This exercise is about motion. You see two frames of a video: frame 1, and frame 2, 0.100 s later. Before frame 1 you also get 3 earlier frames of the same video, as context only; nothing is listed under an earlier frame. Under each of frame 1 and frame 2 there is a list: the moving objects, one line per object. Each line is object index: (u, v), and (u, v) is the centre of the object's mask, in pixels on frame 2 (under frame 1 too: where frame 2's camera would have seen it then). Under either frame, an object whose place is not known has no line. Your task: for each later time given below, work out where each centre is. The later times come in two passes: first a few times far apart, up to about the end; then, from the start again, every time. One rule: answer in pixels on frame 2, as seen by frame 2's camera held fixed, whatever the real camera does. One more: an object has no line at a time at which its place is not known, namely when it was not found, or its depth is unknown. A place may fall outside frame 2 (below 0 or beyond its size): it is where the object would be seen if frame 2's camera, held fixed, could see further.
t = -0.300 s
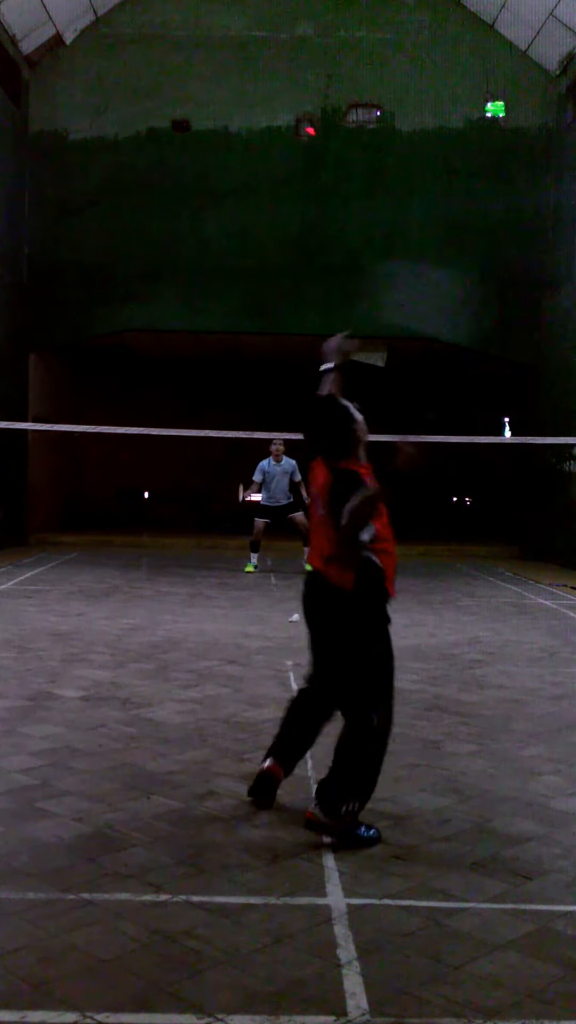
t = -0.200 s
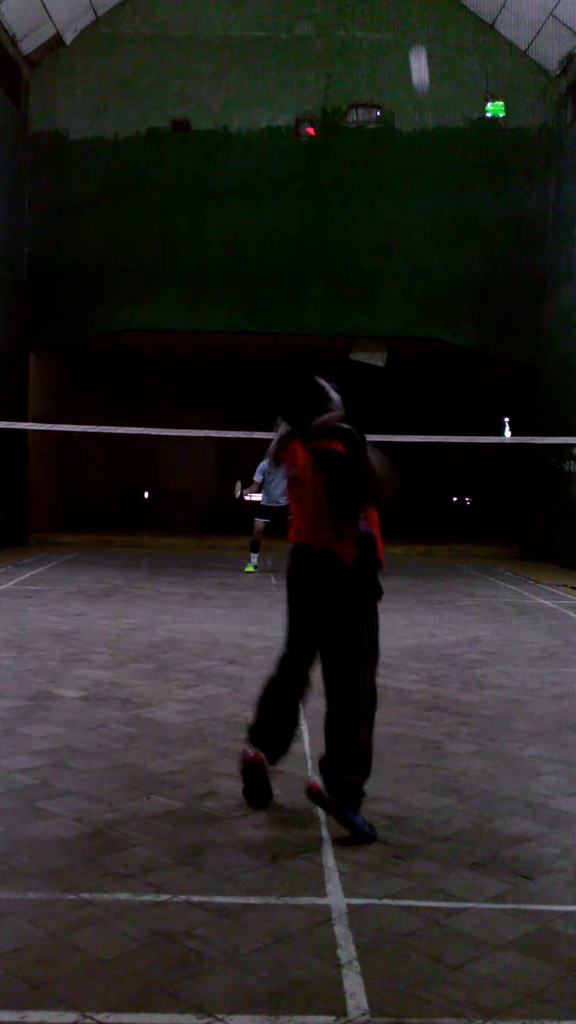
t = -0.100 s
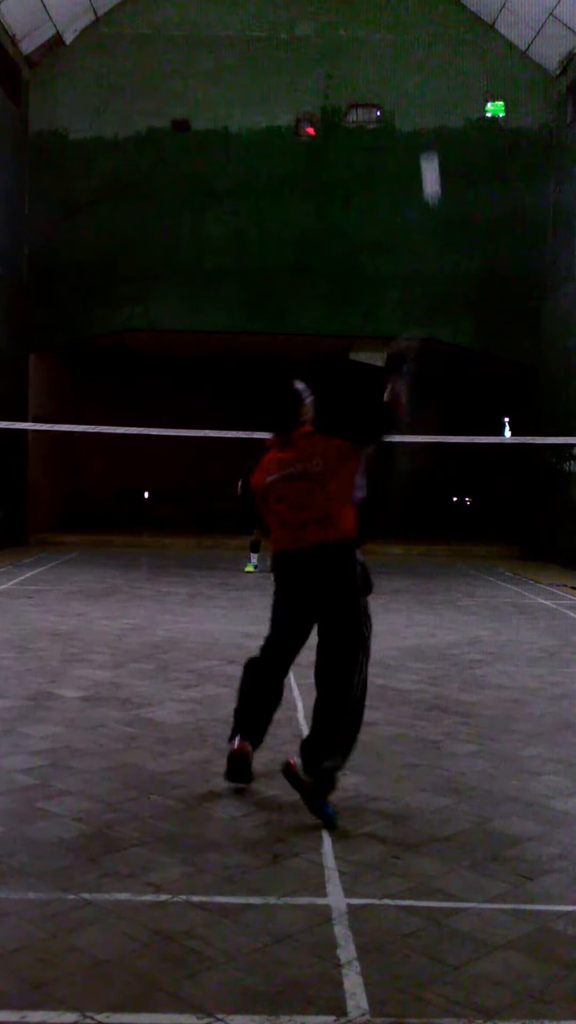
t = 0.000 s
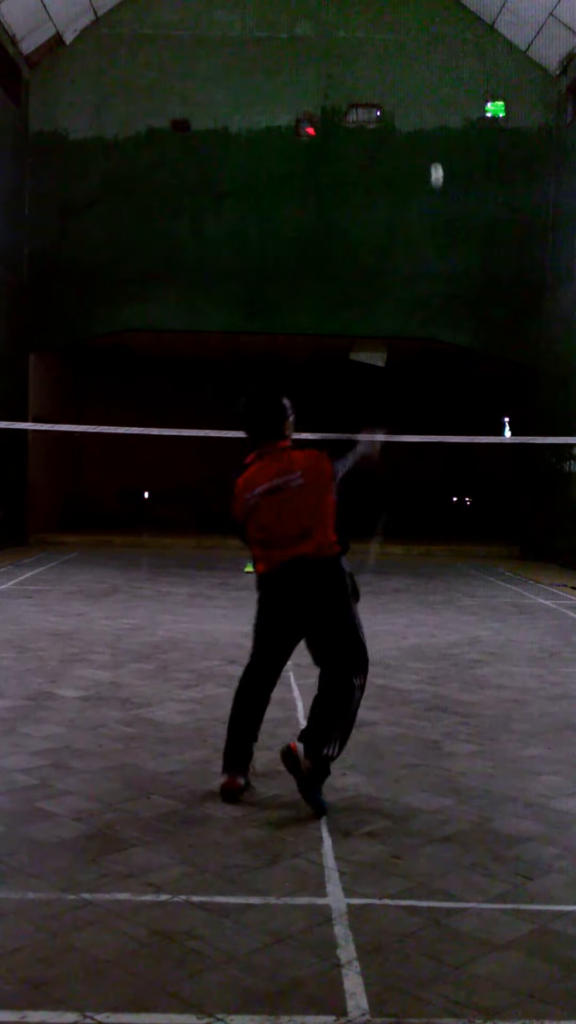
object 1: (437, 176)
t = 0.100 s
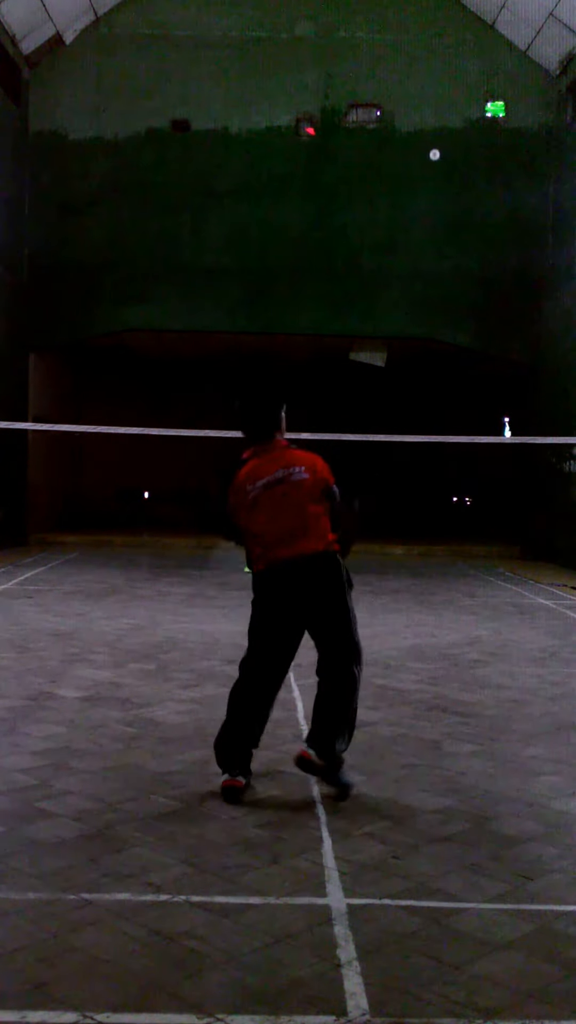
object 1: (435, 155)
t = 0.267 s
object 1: (432, 162)
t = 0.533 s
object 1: (427, 209)
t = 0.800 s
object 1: (420, 283)
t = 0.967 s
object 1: (416, 337)
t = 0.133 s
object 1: (434, 154)
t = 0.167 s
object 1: (434, 154)
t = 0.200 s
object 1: (433, 156)
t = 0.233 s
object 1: (432, 158)
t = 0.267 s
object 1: (432, 162)
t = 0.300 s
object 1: (431, 166)
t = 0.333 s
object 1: (430, 170)
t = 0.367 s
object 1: (430, 176)
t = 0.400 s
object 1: (429, 182)
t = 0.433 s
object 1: (429, 188)
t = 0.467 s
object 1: (428, 194)
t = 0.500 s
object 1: (427, 202)
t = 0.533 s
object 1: (427, 209)
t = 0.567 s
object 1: (426, 217)
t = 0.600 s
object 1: (425, 225)
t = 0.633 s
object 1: (424, 234)
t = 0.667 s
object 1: (424, 243)
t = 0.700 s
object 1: (423, 252)
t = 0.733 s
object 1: (422, 262)
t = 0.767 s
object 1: (421, 272)
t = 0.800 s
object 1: (420, 283)
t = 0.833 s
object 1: (419, 293)
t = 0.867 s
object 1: (418, 304)
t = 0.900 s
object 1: (417, 315)
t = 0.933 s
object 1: (417, 326)
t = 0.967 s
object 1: (416, 337)
